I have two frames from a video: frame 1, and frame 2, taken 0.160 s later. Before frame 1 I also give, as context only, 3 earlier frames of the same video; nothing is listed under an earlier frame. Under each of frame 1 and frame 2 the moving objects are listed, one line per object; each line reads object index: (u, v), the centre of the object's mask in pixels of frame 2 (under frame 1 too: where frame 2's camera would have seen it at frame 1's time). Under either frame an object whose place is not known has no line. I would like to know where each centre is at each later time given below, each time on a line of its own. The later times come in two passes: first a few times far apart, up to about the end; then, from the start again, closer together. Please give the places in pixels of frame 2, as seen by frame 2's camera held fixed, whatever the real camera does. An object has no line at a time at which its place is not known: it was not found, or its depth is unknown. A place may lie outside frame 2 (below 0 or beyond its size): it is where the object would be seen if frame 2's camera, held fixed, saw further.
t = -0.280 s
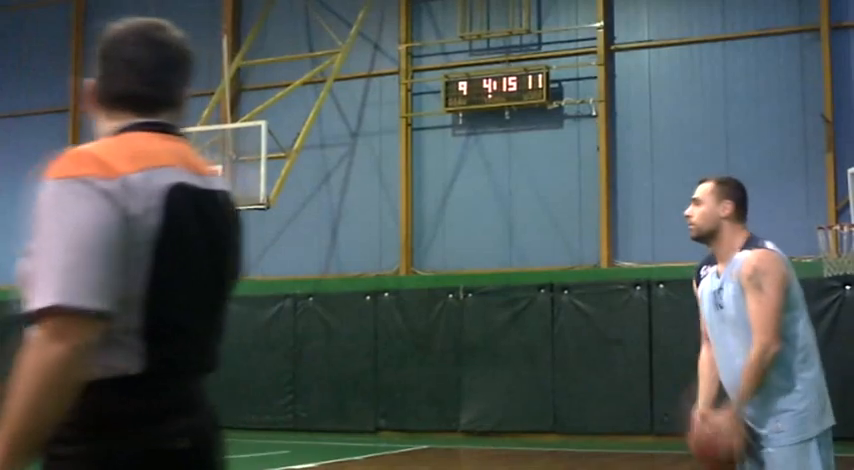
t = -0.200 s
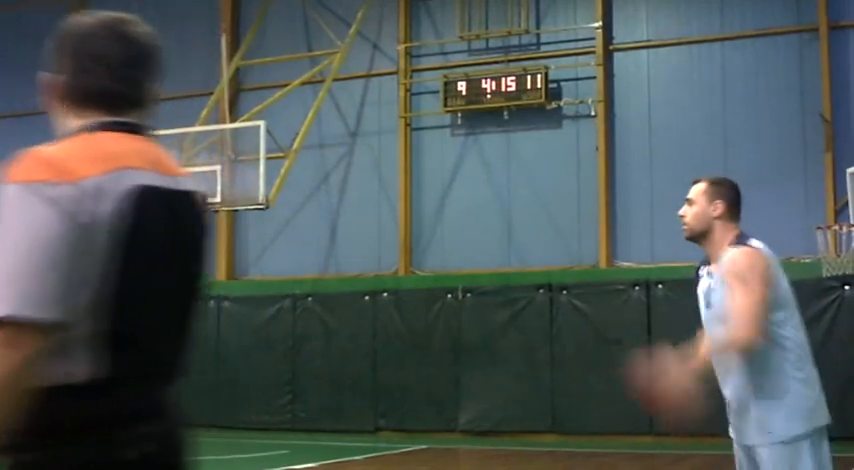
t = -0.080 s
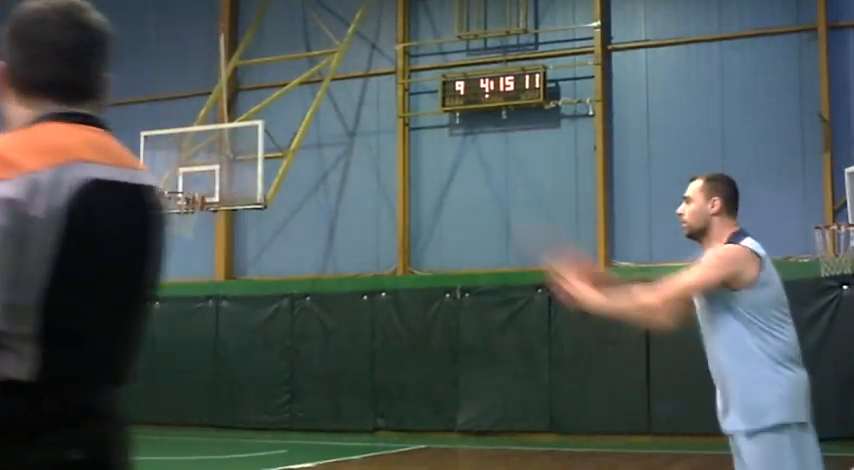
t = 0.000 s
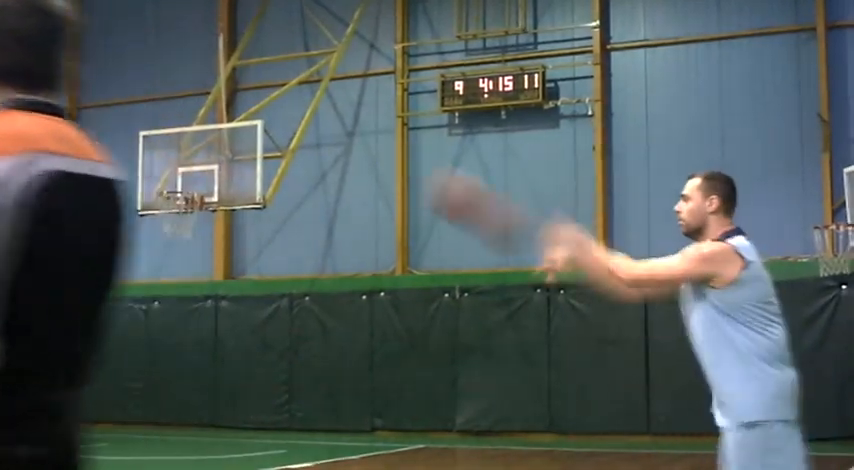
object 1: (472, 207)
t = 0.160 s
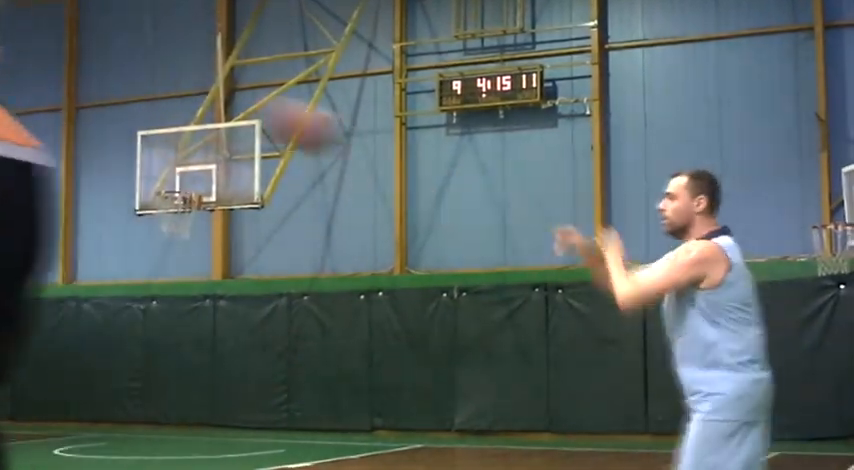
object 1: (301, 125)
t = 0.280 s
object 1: (187, 99)
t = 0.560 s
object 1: (-21, 137)
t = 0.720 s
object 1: (-113, 206)
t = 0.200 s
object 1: (265, 112)
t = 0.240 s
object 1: (218, 102)
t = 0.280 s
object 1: (187, 99)
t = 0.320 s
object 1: (158, 97)
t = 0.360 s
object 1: (122, 98)
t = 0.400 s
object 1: (94, 102)
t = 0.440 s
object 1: (59, 110)
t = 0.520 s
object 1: (7, 126)
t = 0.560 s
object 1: (-21, 137)
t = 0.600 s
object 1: (-44, 152)
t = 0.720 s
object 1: (-113, 206)
